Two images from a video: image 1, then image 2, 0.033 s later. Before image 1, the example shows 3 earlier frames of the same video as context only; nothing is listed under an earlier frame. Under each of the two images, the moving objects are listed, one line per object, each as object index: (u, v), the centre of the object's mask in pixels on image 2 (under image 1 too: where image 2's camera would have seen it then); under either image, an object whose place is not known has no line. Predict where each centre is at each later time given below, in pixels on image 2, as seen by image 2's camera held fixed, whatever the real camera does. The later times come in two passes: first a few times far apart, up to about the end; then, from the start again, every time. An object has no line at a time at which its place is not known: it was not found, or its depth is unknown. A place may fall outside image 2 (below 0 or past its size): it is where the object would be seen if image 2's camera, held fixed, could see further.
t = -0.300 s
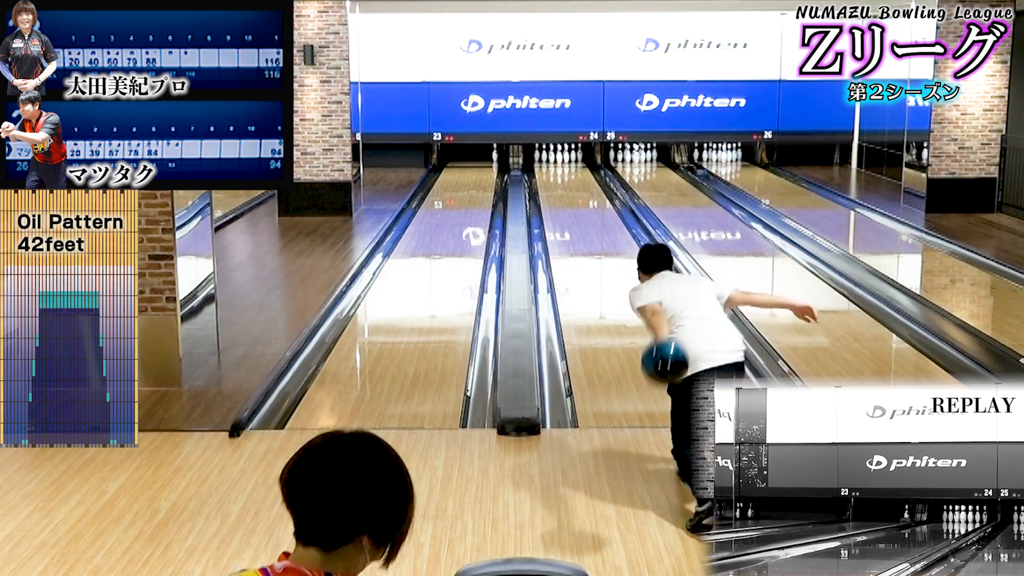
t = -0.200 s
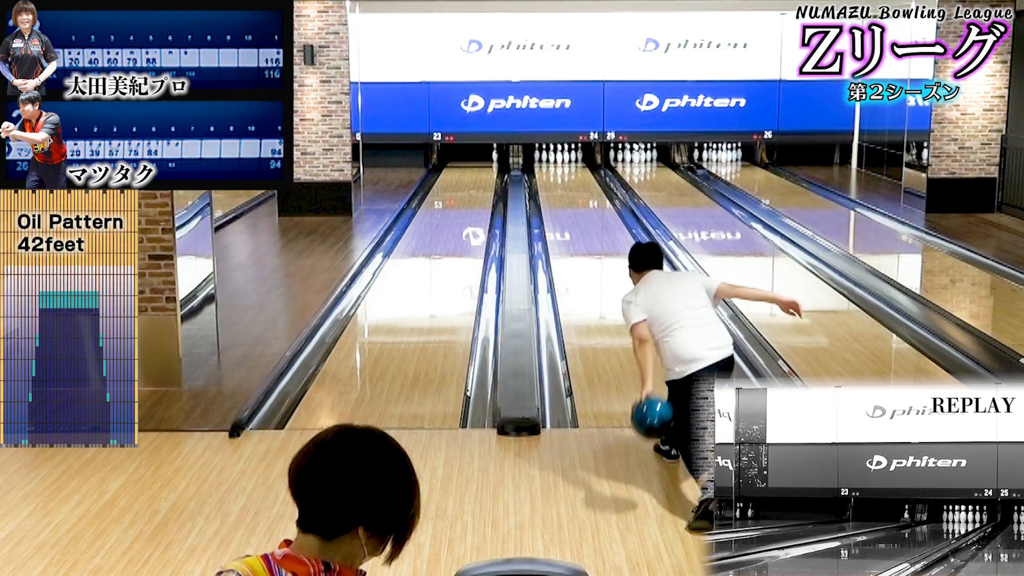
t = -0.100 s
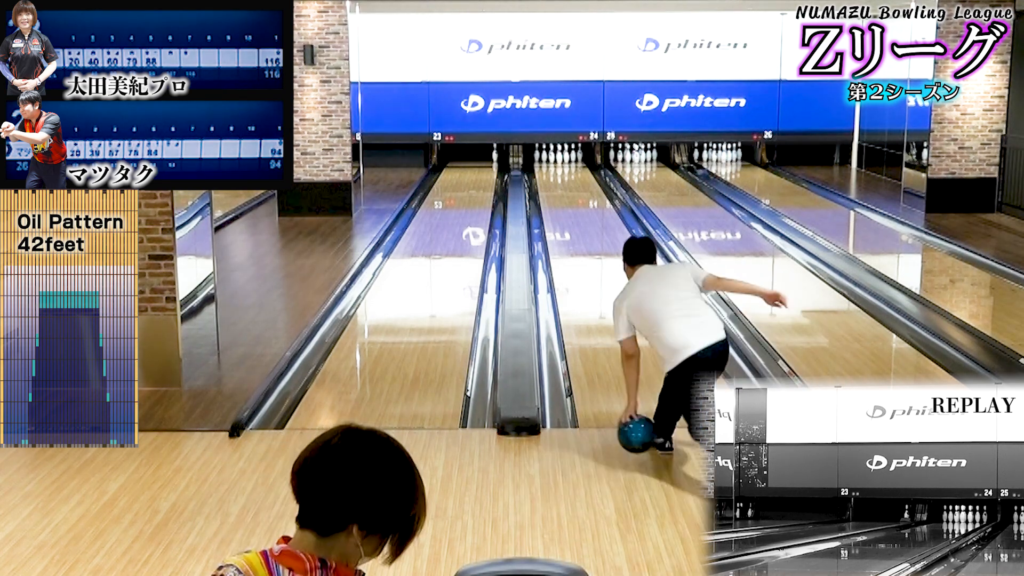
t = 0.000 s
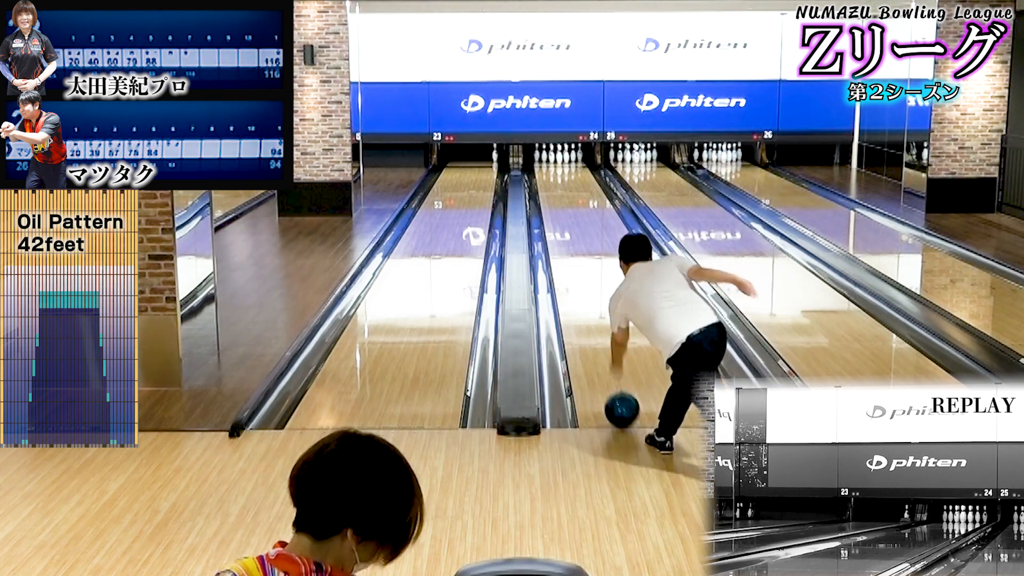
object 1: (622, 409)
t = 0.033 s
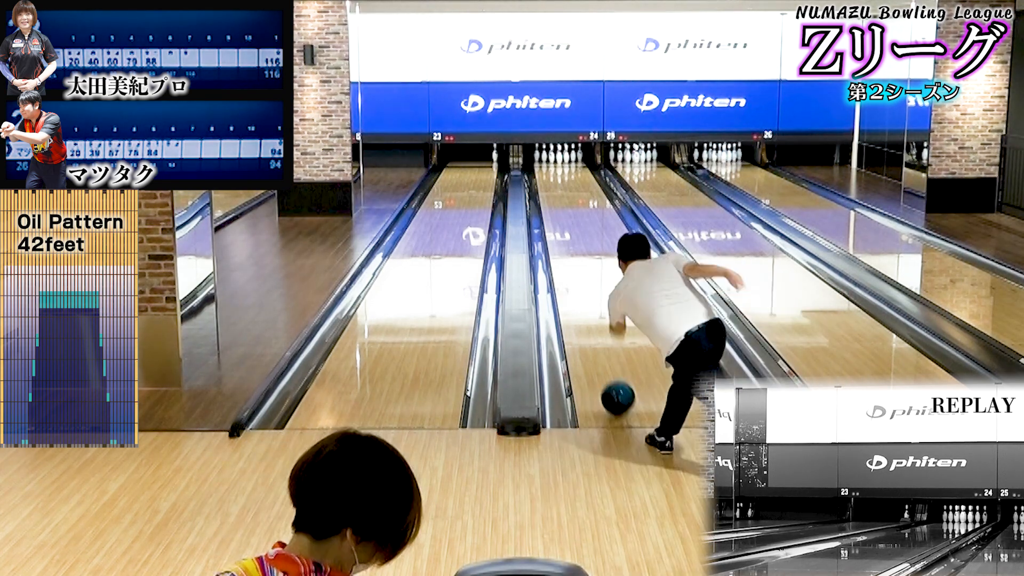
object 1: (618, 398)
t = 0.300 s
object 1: (593, 329)
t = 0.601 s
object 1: (576, 279)
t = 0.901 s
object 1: (565, 244)
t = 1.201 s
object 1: (557, 220)
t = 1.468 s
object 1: (553, 203)
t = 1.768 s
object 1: (550, 188)
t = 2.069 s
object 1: (550, 176)
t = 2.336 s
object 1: (552, 168)
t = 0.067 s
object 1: (614, 388)
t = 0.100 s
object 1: (610, 378)
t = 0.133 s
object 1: (607, 369)
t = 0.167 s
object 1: (604, 360)
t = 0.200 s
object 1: (601, 352)
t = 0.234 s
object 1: (599, 344)
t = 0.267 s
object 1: (596, 336)
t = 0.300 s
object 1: (593, 329)
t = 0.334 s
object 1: (591, 323)
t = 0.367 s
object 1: (589, 316)
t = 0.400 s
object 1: (587, 310)
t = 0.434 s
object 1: (585, 304)
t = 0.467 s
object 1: (583, 299)
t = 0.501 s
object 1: (581, 293)
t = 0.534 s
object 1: (579, 288)
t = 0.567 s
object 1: (578, 283)
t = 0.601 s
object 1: (576, 279)
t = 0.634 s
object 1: (575, 274)
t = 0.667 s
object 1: (573, 270)
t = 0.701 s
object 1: (572, 266)
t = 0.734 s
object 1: (571, 262)
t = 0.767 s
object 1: (569, 258)
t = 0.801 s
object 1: (568, 254)
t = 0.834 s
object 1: (567, 251)
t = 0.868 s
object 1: (566, 248)
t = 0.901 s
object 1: (565, 244)
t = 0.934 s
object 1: (564, 241)
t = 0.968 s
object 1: (563, 238)
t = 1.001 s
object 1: (562, 235)
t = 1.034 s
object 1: (561, 232)
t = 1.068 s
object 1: (560, 230)
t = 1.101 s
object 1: (560, 227)
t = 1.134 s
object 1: (559, 225)
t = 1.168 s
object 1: (558, 222)
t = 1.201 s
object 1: (557, 220)
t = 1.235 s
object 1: (557, 217)
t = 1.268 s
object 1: (556, 215)
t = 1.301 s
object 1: (555, 213)
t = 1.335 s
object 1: (555, 210)
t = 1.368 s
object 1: (555, 209)
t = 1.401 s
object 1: (554, 206)
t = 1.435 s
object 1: (553, 204)
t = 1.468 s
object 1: (553, 203)
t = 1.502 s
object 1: (553, 201)
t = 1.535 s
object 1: (552, 199)
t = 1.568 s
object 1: (552, 197)
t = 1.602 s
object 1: (552, 195)
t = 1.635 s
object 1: (551, 194)
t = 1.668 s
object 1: (551, 192)
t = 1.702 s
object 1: (551, 191)
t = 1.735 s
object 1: (550, 189)
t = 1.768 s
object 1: (550, 188)
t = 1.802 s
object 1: (550, 186)
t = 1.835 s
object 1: (550, 185)
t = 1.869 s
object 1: (550, 184)
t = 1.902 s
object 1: (549, 182)
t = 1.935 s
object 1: (549, 181)
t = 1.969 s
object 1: (549, 180)
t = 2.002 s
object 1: (549, 179)
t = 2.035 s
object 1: (549, 177)
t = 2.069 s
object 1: (550, 176)
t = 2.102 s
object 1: (550, 175)
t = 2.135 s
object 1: (550, 174)
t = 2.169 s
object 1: (550, 173)
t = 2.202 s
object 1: (550, 172)
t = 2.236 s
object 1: (551, 170)
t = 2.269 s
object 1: (551, 170)
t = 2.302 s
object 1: (551, 169)
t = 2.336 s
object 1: (552, 168)
